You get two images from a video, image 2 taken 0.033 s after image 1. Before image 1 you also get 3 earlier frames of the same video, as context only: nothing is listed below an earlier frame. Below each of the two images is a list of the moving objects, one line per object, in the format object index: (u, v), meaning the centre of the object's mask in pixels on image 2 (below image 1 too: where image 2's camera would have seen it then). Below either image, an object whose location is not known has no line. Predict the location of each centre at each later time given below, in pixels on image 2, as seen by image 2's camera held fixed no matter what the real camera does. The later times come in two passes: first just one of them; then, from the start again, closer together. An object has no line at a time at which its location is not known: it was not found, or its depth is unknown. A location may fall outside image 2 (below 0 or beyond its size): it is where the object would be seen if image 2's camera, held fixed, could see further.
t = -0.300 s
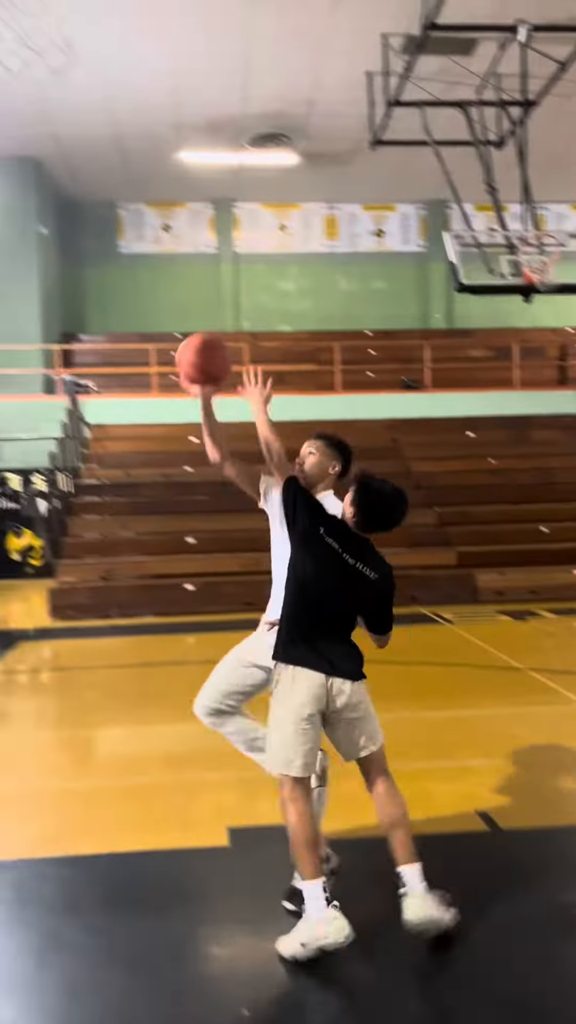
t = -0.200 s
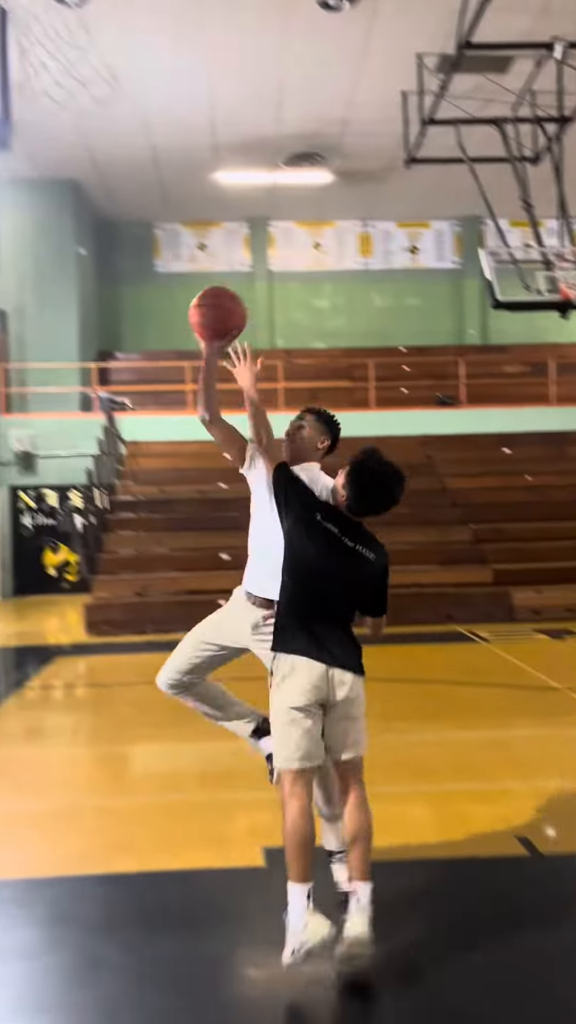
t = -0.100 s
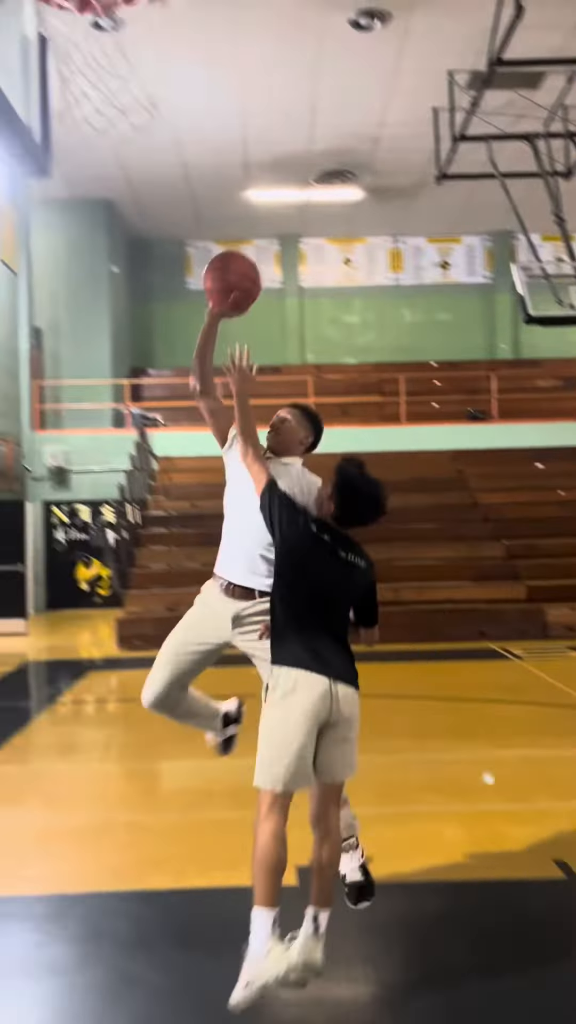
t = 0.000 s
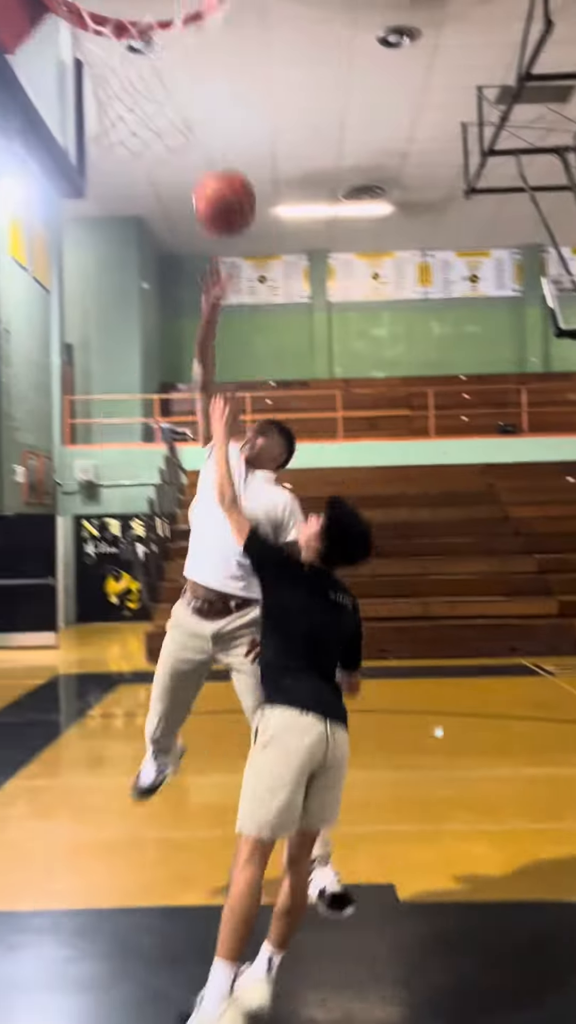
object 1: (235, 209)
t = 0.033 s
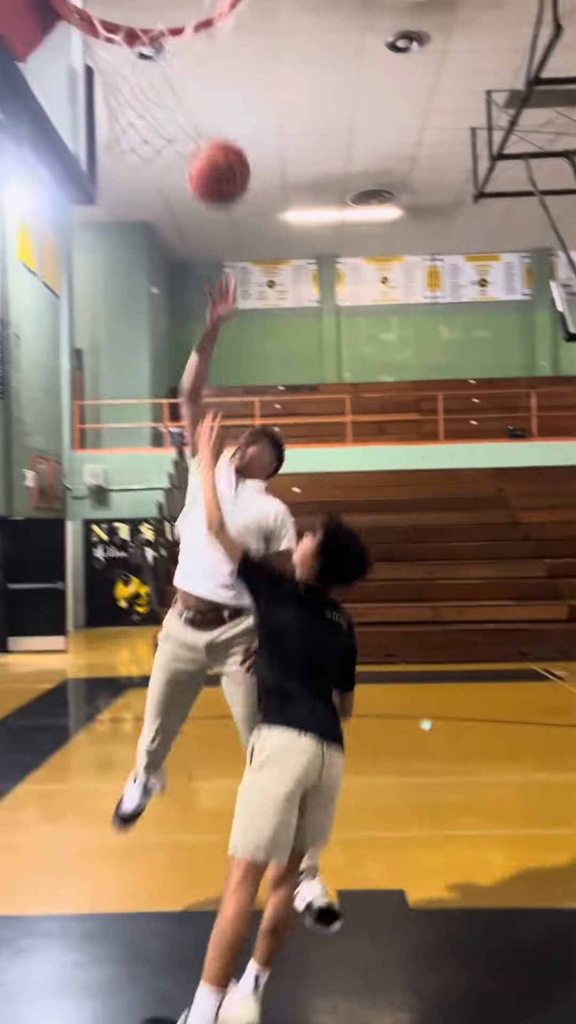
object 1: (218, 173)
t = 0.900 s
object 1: (144, 49)
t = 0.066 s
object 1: (202, 138)
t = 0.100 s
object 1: (184, 103)
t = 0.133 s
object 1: (164, 69)
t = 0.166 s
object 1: (145, 37)
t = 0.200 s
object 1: (123, -2)
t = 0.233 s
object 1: (100, -13)
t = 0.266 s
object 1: (94, -22)
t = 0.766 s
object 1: (161, 23)
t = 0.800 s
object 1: (156, 22)
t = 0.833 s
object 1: (152, 28)
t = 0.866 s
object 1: (147, 37)
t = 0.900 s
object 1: (144, 49)
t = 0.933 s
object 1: (142, 67)
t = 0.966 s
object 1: (140, 87)
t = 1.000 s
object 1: (139, 110)
